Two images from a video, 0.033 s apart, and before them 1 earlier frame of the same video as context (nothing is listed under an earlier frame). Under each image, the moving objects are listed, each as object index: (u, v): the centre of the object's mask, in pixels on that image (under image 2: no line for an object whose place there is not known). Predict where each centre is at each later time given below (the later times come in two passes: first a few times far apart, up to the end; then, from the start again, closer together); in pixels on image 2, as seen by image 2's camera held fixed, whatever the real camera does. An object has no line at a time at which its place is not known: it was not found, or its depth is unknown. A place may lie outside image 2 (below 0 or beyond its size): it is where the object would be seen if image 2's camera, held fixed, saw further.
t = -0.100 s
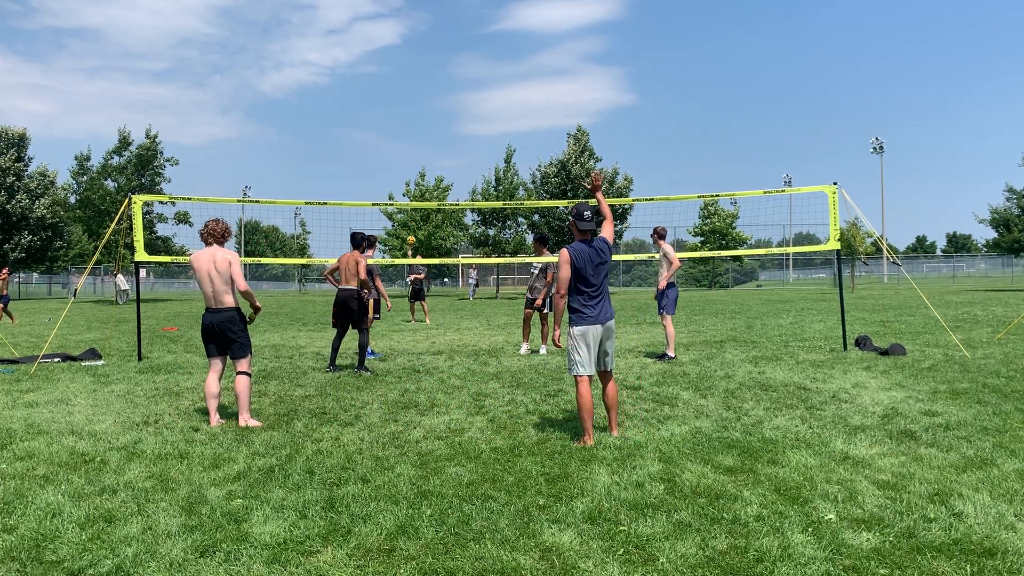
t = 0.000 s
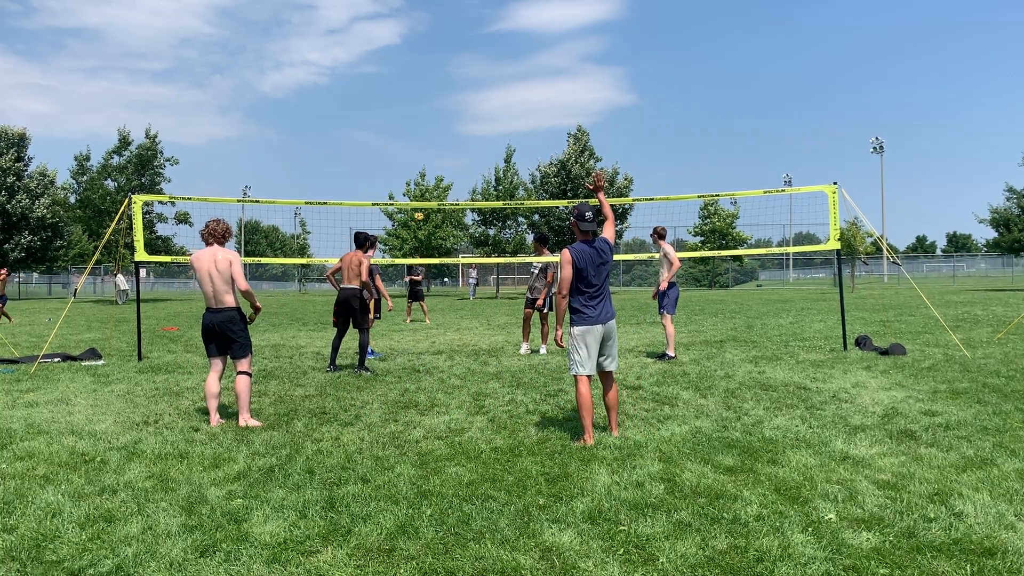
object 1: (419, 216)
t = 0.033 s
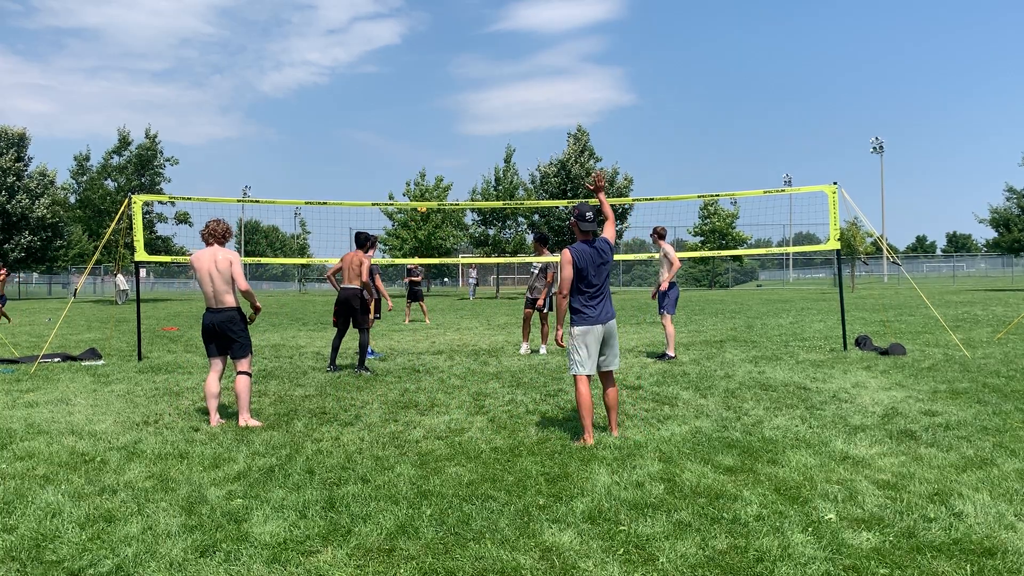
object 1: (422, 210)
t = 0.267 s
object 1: (444, 163)
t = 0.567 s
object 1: (479, 122)
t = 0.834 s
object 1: (522, 118)
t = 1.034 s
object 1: (569, 150)
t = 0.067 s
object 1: (424, 199)
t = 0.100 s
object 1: (428, 194)
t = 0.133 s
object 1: (430, 188)
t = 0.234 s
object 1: (441, 169)
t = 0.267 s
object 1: (444, 163)
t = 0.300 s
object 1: (448, 156)
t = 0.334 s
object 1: (451, 151)
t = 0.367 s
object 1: (455, 146)
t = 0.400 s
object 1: (458, 141)
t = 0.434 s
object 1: (462, 136)
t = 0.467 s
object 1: (466, 131)
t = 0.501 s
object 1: (470, 128)
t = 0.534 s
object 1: (474, 124)
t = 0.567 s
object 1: (479, 122)
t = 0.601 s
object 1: (483, 119)
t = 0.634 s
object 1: (488, 118)
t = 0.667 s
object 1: (493, 116)
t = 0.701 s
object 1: (498, 115)
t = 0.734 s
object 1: (504, 115)
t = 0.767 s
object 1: (509, 115)
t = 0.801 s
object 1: (515, 116)
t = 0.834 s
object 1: (522, 118)
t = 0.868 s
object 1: (529, 121)
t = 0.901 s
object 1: (536, 125)
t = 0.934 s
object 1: (543, 129)
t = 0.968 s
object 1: (551, 135)
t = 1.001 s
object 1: (560, 142)
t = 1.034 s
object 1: (569, 150)
